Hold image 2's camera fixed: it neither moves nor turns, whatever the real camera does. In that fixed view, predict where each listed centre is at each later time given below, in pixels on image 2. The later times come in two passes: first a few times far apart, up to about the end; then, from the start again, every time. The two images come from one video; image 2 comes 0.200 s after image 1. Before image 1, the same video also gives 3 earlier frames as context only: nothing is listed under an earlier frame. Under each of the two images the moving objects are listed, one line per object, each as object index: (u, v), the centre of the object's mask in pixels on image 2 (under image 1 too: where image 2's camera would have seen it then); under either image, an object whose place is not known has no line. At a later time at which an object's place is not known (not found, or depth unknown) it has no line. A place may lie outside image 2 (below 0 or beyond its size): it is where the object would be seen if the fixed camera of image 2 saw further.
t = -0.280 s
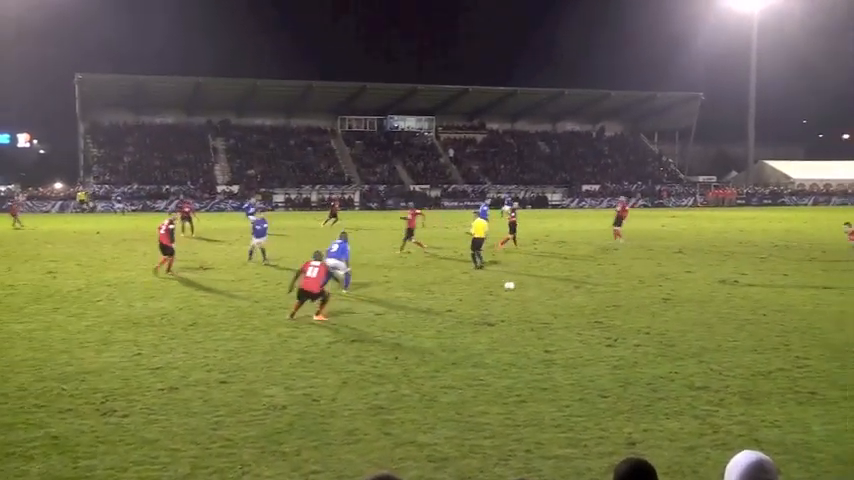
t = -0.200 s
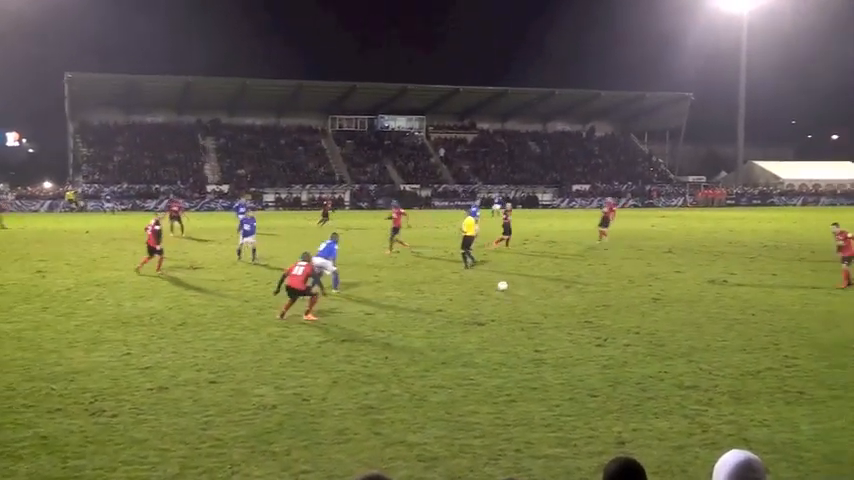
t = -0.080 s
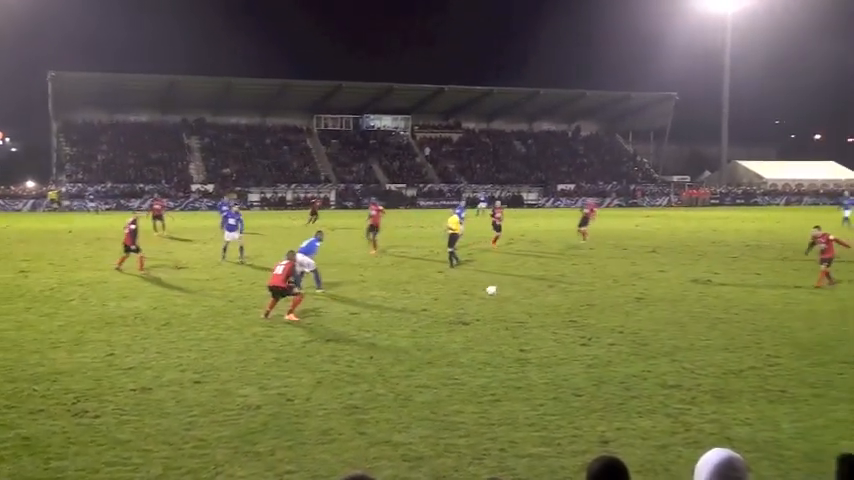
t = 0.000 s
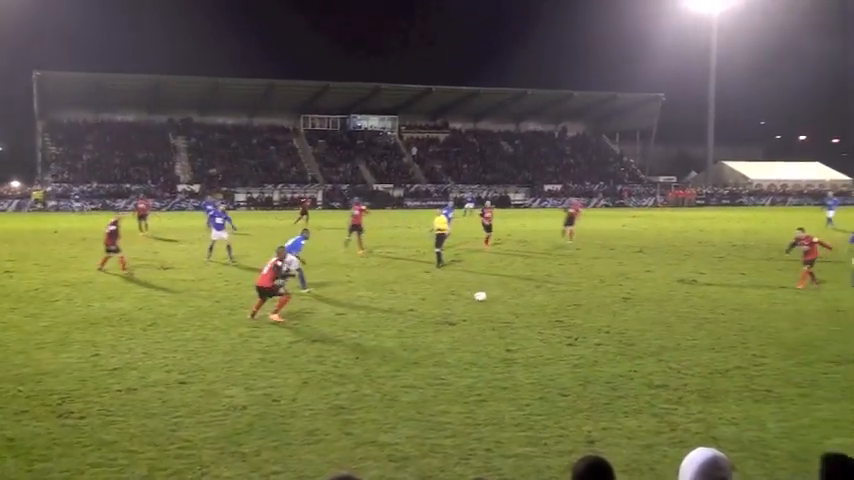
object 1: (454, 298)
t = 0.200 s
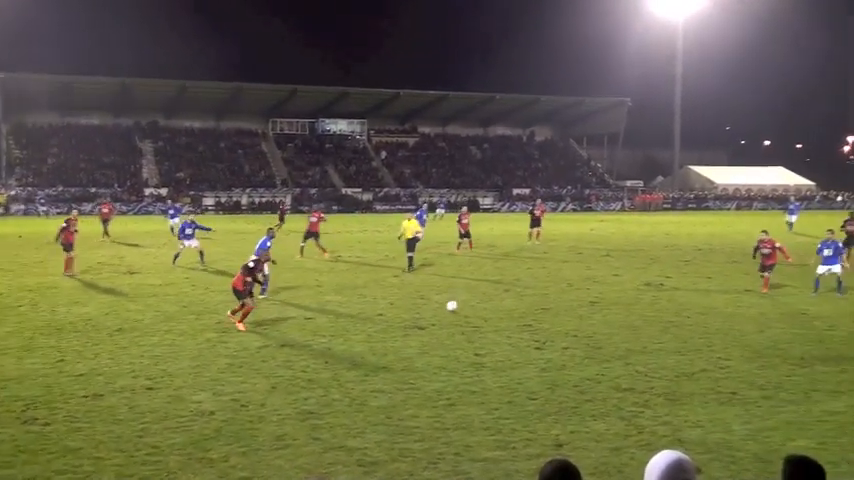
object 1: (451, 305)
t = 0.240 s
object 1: (451, 309)
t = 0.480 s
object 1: (451, 317)
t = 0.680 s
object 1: (451, 323)
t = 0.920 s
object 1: (453, 331)
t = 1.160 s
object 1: (453, 339)
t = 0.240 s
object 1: (451, 309)
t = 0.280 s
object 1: (451, 311)
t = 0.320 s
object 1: (451, 311)
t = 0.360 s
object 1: (451, 313)
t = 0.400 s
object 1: (451, 314)
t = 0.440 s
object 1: (451, 317)
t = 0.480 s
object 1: (451, 317)
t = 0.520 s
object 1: (451, 318)
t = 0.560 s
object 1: (451, 321)
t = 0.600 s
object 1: (451, 322)
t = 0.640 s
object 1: (451, 322)
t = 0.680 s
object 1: (451, 323)
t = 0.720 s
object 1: (451, 325)
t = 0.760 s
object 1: (452, 326)
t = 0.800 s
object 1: (452, 327)
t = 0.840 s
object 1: (452, 329)
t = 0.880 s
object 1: (453, 330)
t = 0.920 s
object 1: (453, 331)
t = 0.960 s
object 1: (453, 333)
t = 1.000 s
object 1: (453, 334)
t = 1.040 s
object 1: (453, 336)
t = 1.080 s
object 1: (453, 336)
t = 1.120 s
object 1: (453, 338)
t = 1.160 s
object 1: (453, 339)
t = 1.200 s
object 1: (454, 341)
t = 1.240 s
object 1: (453, 342)
